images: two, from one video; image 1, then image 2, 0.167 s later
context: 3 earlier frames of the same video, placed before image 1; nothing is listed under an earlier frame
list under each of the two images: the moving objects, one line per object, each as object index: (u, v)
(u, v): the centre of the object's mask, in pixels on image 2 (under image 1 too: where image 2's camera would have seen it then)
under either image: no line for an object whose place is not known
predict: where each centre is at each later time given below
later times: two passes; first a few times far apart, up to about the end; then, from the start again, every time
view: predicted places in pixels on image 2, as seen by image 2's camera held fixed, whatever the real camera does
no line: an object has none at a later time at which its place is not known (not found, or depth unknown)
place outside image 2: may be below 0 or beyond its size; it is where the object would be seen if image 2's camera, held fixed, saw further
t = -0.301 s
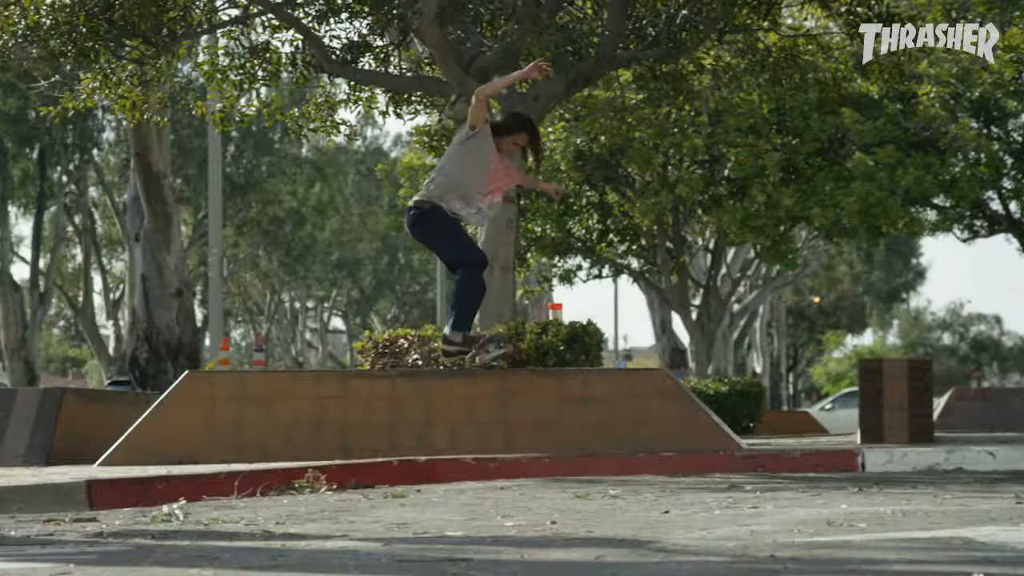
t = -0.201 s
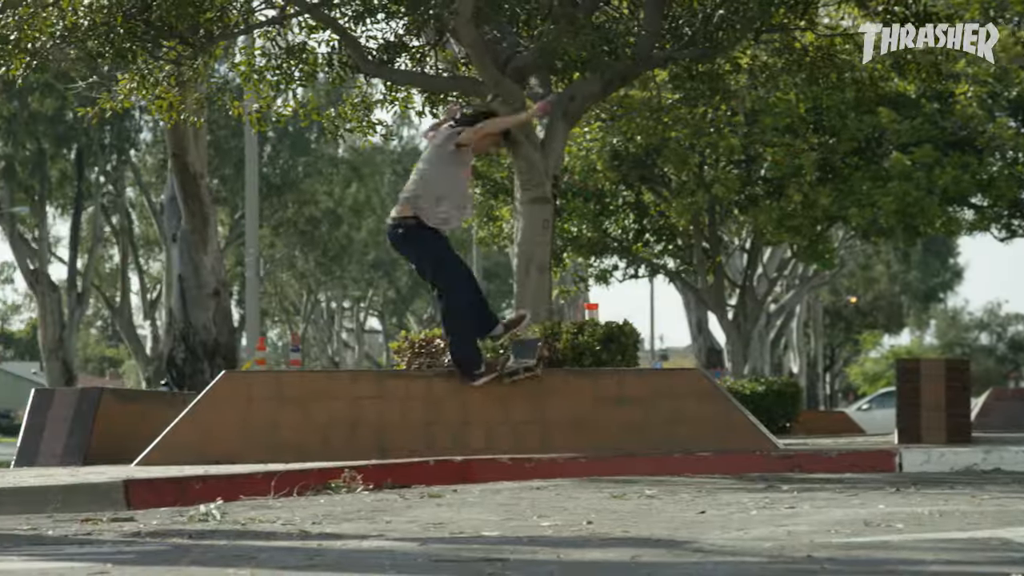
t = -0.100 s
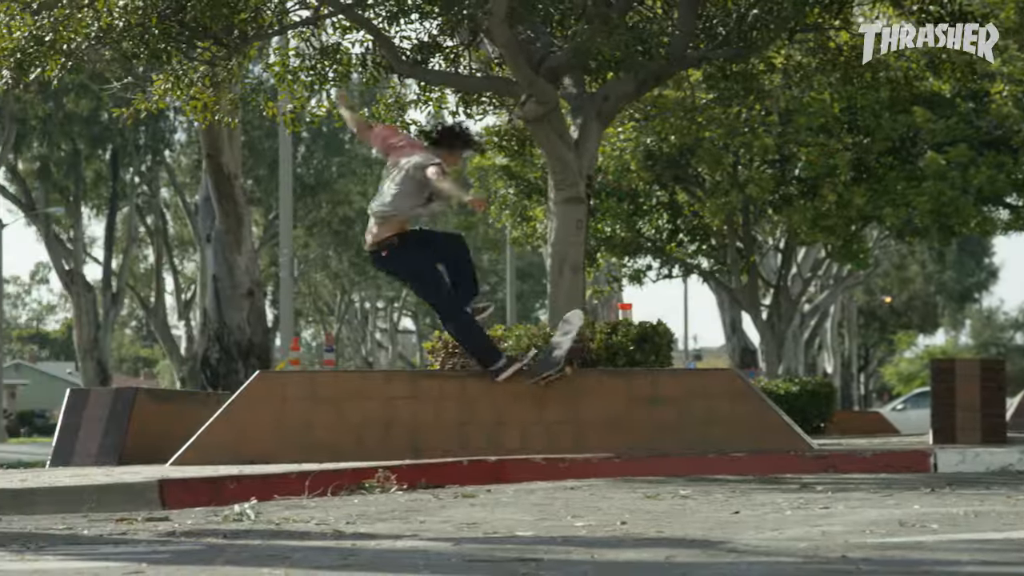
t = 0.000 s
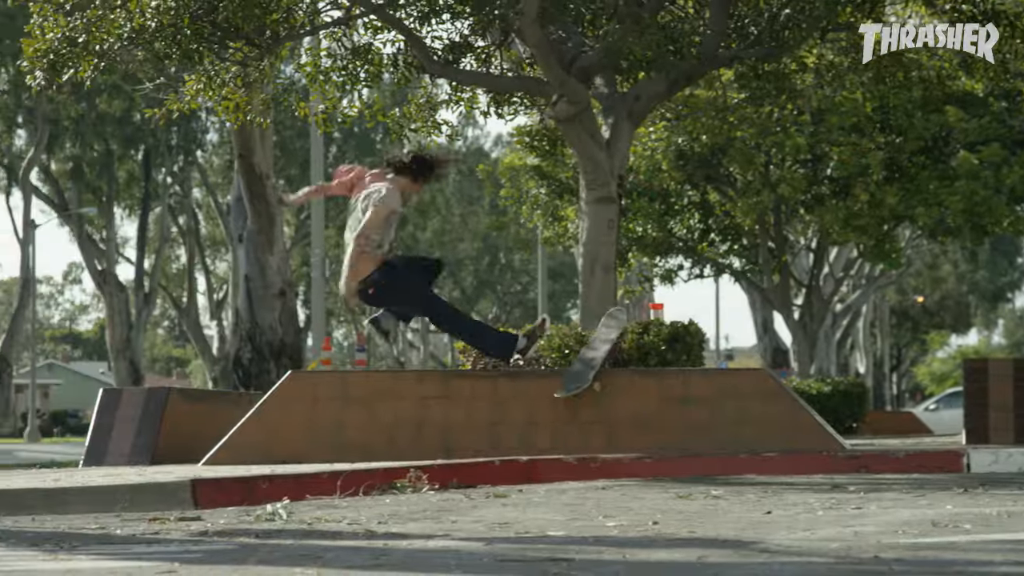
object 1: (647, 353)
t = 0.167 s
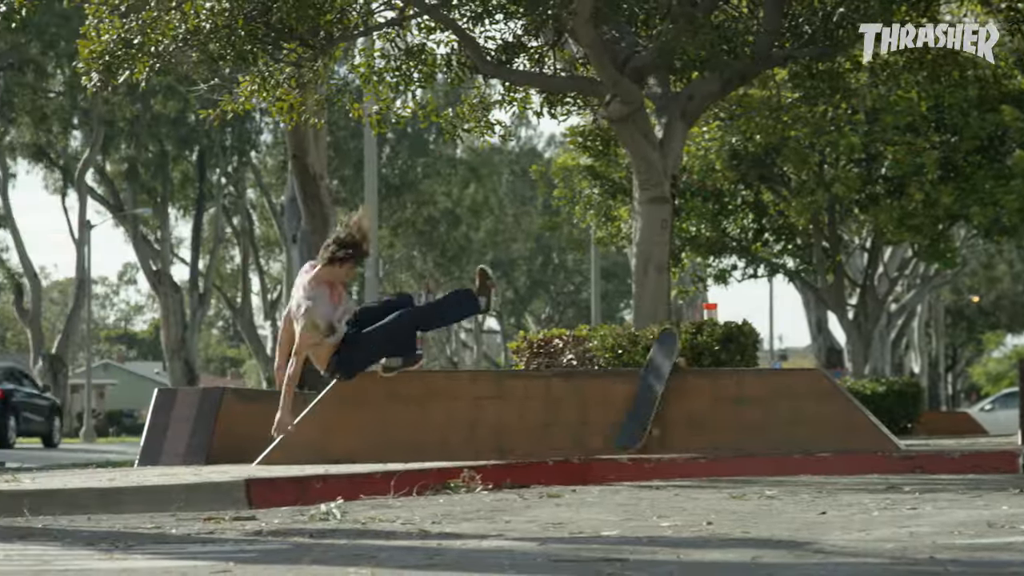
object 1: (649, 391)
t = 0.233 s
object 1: (651, 380)
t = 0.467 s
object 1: (652, 405)
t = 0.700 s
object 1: (678, 441)
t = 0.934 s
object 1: (690, 439)
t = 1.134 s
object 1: (699, 443)
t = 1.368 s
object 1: (705, 442)
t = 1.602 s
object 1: (707, 442)
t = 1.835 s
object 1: (707, 442)
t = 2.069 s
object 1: (707, 442)
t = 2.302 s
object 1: (706, 442)
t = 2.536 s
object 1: (703, 442)
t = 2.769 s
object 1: (697, 442)
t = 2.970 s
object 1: (691, 442)
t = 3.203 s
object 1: (685, 443)
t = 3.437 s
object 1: (680, 442)
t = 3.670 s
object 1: (673, 443)
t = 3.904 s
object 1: (670, 442)
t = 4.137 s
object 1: (664, 443)
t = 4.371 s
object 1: (655, 443)
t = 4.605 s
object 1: (646, 444)
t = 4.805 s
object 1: (639, 445)
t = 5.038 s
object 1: (627, 445)
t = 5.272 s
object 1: (612, 445)
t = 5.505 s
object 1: (605, 445)
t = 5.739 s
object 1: (596, 445)
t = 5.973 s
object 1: (594, 445)
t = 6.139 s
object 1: (593, 445)
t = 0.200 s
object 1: (648, 390)
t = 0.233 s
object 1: (651, 380)
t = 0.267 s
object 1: (655, 380)
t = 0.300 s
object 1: (650, 385)
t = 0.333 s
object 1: (647, 390)
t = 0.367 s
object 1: (648, 392)
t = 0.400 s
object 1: (650, 395)
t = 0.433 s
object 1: (650, 402)
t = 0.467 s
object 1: (652, 405)
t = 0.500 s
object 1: (655, 408)
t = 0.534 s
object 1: (658, 413)
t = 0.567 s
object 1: (661, 418)
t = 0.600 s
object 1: (666, 422)
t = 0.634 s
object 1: (667, 427)
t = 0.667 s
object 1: (671, 434)
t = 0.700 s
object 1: (678, 441)
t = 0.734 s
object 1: (683, 437)
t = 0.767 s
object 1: (680, 436)
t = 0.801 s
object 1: (682, 434)
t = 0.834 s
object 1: (683, 434)
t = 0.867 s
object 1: (686, 434)
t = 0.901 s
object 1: (685, 436)
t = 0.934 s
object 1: (690, 439)
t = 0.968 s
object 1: (690, 442)
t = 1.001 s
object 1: (691, 441)
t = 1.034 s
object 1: (693, 440)
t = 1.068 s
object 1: (696, 440)
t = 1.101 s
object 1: (698, 443)
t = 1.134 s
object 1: (699, 443)
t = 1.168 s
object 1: (701, 443)
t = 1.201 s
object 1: (701, 442)
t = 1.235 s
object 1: (702, 442)
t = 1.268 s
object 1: (703, 442)
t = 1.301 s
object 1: (704, 442)
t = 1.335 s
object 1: (704, 442)
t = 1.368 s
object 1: (705, 442)
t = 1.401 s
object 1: (705, 442)
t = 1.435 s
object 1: (706, 442)
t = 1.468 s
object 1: (706, 442)
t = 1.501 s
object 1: (707, 442)
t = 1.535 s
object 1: (707, 442)
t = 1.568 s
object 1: (708, 442)
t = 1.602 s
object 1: (707, 442)
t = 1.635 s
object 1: (707, 442)
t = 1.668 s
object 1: (707, 442)
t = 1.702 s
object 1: (707, 442)
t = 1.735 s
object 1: (707, 442)
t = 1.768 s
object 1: (708, 442)
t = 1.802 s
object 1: (708, 442)
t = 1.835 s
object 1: (707, 442)
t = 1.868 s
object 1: (707, 442)
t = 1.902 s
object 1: (707, 442)
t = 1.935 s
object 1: (707, 442)
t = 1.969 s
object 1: (707, 442)
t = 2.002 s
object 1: (707, 442)
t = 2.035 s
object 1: (707, 442)
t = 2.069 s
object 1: (707, 442)
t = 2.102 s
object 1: (707, 442)
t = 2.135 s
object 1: (707, 442)
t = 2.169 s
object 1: (706, 442)
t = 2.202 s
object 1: (706, 442)
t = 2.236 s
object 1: (706, 442)
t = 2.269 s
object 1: (707, 442)
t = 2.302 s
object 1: (706, 442)
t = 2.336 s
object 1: (706, 442)
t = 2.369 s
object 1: (706, 442)
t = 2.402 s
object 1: (705, 442)
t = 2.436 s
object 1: (705, 442)
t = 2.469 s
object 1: (704, 442)
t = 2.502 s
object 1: (703, 442)
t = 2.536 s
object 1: (703, 442)
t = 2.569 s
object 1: (702, 442)
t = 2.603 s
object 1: (701, 442)
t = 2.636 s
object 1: (701, 442)
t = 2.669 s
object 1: (699, 442)
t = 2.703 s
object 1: (698, 442)
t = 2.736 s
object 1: (698, 442)
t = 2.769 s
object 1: (697, 442)
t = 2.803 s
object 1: (696, 442)
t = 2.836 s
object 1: (696, 442)
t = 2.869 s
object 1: (694, 442)
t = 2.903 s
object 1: (693, 442)
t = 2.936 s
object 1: (693, 442)
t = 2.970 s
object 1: (691, 442)
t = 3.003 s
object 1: (690, 442)
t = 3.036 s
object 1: (689, 443)
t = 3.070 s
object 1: (688, 442)
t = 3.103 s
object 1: (688, 442)
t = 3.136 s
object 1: (685, 443)
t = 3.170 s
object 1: (685, 443)
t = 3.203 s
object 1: (685, 443)
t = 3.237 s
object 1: (683, 442)
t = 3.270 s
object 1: (683, 443)
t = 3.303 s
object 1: (683, 443)
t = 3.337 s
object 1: (682, 443)
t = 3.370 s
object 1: (680, 443)
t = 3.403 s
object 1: (680, 443)
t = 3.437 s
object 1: (680, 442)
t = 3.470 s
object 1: (677, 443)
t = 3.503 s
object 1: (678, 443)
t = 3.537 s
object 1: (677, 442)
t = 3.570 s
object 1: (676, 443)
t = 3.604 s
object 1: (674, 442)
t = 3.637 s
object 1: (673, 442)
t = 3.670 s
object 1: (673, 443)
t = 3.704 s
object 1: (671, 442)
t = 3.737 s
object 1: (671, 442)
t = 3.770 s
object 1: (671, 442)
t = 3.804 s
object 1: (670, 443)
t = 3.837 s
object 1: (669, 443)
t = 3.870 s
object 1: (670, 443)
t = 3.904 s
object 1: (670, 442)
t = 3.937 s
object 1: (669, 442)
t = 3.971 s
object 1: (668, 443)
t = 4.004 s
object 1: (668, 443)
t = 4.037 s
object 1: (667, 443)
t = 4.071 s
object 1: (667, 443)
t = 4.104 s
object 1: (665, 443)
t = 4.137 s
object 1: (664, 443)
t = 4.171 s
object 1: (664, 443)
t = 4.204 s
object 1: (663, 444)
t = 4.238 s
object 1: (662, 443)
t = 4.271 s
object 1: (660, 443)
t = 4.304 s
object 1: (657, 444)
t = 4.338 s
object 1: (657, 443)
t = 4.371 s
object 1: (655, 443)
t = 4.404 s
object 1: (654, 444)
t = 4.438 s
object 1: (653, 444)
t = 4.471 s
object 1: (650, 443)
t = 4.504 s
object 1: (649, 443)
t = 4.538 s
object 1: (649, 444)
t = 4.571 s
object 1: (647, 444)
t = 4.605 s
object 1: (646, 444)
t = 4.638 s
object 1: (645, 444)
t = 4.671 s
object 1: (644, 444)
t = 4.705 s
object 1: (644, 444)
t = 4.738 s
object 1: (641, 445)
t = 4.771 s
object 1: (639, 444)
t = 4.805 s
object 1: (639, 445)
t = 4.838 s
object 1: (636, 444)
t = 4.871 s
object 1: (633, 444)
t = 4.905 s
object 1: (632, 445)
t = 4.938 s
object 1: (631, 445)
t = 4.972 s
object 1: (631, 445)
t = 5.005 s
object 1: (629, 445)
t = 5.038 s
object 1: (627, 445)
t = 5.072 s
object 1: (625, 445)
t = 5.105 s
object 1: (624, 445)
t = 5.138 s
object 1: (622, 445)
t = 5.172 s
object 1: (621, 445)
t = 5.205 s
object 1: (617, 445)
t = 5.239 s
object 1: (615, 445)
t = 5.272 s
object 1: (612, 445)
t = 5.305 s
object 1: (612, 445)
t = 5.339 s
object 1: (612, 445)
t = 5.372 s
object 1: (610, 445)
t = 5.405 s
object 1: (609, 445)
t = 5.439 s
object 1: (608, 446)
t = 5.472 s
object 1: (607, 445)
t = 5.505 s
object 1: (605, 445)
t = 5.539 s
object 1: (604, 445)
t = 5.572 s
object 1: (603, 445)
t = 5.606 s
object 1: (600, 445)
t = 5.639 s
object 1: (599, 445)
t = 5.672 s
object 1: (598, 445)
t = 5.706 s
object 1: (597, 445)
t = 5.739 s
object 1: (596, 445)
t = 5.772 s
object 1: (598, 445)
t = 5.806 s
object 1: (596, 446)
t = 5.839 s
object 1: (596, 446)
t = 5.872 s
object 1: (597, 445)
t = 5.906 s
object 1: (595, 446)
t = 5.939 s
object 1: (597, 445)
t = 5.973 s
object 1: (594, 445)
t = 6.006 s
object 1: (594, 445)
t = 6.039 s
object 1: (594, 445)
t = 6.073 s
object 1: (593, 445)
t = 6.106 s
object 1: (594, 445)
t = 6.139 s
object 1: (593, 445)
